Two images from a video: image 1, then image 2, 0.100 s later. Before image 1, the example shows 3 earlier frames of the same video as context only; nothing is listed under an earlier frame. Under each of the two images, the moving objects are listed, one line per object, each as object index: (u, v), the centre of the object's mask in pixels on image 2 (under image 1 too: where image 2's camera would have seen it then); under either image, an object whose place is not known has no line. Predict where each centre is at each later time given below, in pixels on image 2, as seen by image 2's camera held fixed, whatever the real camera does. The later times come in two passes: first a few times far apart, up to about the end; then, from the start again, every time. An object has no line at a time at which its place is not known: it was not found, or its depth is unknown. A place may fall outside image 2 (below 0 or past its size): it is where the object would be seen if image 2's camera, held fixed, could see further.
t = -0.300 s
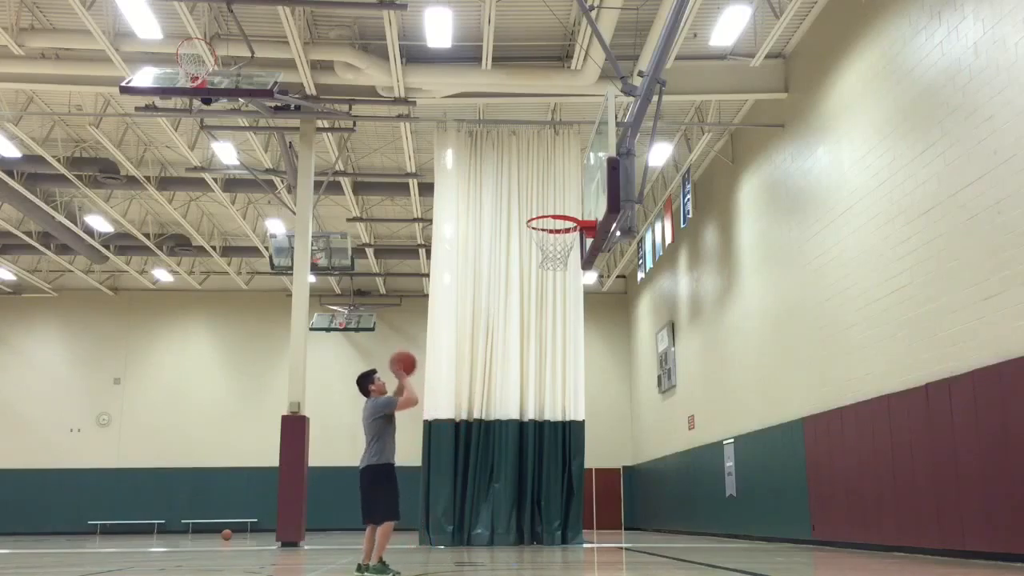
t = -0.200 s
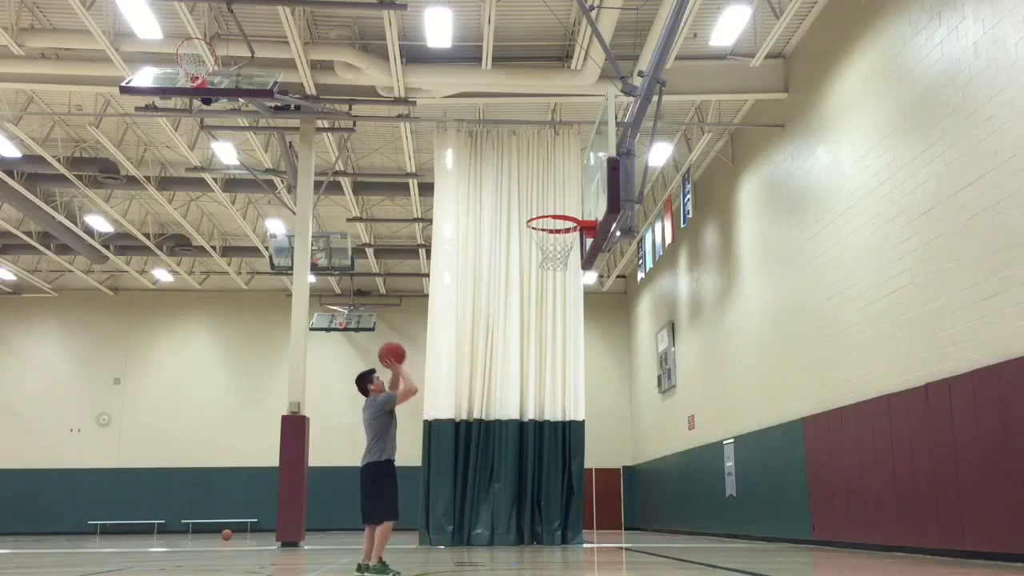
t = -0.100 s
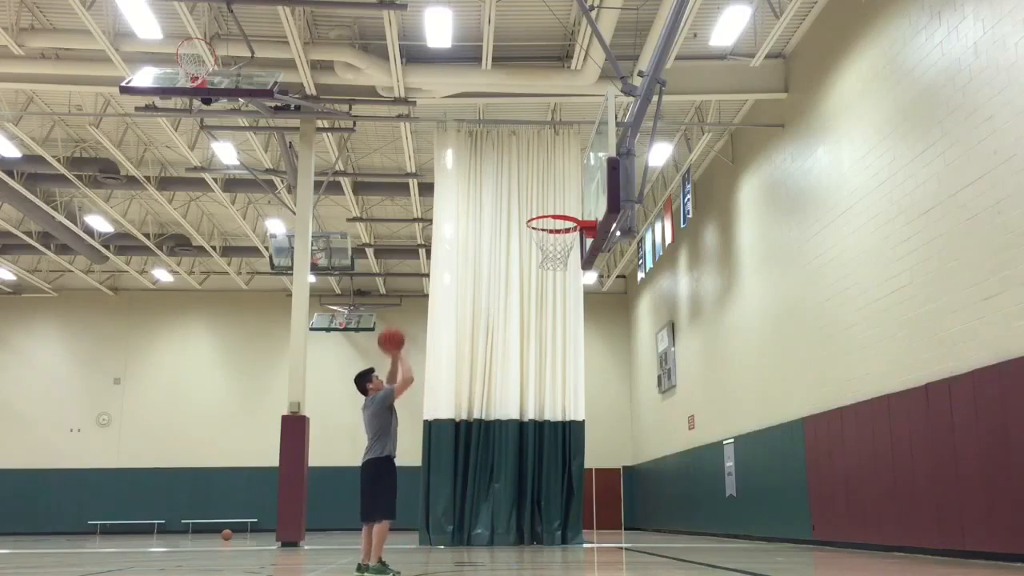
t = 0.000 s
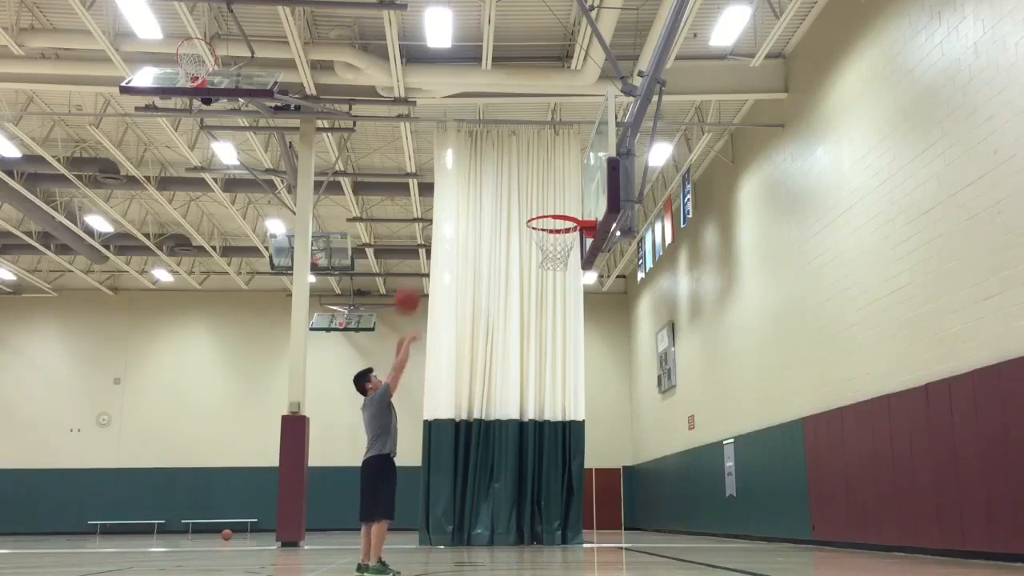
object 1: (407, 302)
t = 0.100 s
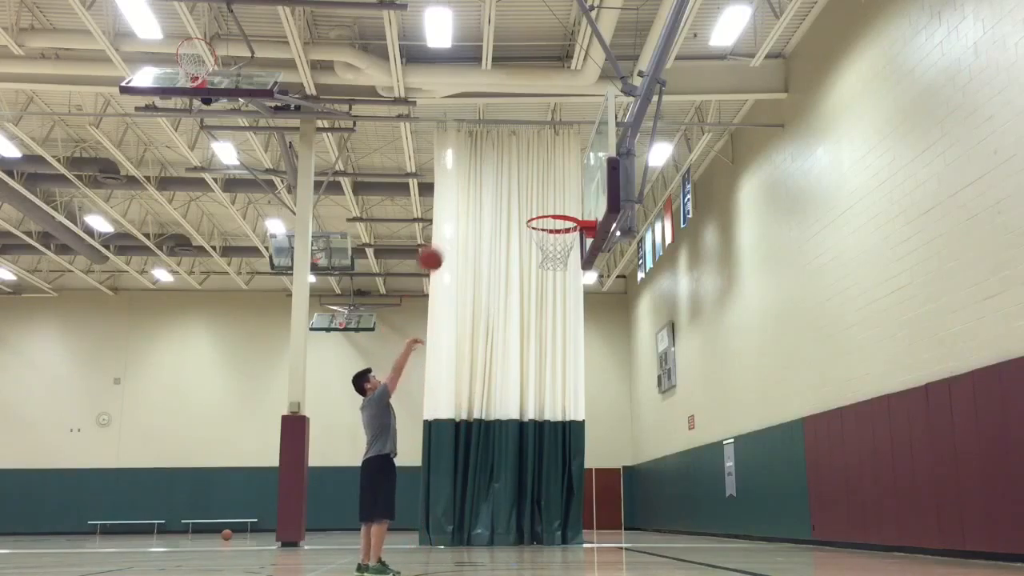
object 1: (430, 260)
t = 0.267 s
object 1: (467, 214)
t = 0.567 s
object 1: (533, 205)
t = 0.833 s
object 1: (575, 252)
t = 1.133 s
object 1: (572, 332)
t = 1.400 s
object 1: (573, 493)
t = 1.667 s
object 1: (550, 460)
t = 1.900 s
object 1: (523, 386)
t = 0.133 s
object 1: (437, 249)
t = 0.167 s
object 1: (445, 238)
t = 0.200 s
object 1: (452, 229)
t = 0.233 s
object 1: (460, 221)
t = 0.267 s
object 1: (467, 214)
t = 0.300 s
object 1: (474, 209)
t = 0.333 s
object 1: (482, 205)
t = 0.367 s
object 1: (489, 201)
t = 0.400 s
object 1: (497, 199)
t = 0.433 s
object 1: (503, 203)
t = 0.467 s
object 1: (511, 201)
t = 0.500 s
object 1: (519, 200)
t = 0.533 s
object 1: (526, 202)
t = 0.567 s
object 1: (533, 205)
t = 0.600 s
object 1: (541, 209)
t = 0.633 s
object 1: (548, 215)
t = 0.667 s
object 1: (556, 222)
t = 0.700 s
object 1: (563, 231)
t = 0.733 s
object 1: (571, 240)
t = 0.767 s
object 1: (574, 243)
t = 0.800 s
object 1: (575, 248)
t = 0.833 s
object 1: (575, 252)
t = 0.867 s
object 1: (575, 256)
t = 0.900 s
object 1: (574, 260)
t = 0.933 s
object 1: (574, 267)
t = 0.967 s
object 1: (573, 275)
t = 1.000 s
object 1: (573, 284)
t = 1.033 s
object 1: (573, 294)
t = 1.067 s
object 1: (573, 305)
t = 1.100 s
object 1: (572, 318)
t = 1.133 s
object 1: (572, 332)
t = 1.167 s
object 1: (572, 347)
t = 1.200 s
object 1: (572, 364)
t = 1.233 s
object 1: (572, 382)
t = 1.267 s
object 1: (572, 401)
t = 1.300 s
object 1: (573, 423)
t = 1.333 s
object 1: (573, 444)
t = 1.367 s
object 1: (573, 469)
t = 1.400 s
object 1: (573, 493)
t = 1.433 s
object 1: (573, 517)
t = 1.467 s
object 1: (574, 549)
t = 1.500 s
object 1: (572, 553)
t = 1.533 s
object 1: (567, 529)
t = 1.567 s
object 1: (563, 511)
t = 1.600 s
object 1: (559, 493)
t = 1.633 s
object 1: (555, 476)
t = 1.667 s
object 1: (550, 460)
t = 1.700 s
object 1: (547, 446)
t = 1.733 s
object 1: (543, 435)
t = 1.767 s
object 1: (538, 422)
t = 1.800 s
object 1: (534, 410)
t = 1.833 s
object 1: (530, 401)
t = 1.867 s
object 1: (526, 393)
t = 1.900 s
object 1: (523, 386)
